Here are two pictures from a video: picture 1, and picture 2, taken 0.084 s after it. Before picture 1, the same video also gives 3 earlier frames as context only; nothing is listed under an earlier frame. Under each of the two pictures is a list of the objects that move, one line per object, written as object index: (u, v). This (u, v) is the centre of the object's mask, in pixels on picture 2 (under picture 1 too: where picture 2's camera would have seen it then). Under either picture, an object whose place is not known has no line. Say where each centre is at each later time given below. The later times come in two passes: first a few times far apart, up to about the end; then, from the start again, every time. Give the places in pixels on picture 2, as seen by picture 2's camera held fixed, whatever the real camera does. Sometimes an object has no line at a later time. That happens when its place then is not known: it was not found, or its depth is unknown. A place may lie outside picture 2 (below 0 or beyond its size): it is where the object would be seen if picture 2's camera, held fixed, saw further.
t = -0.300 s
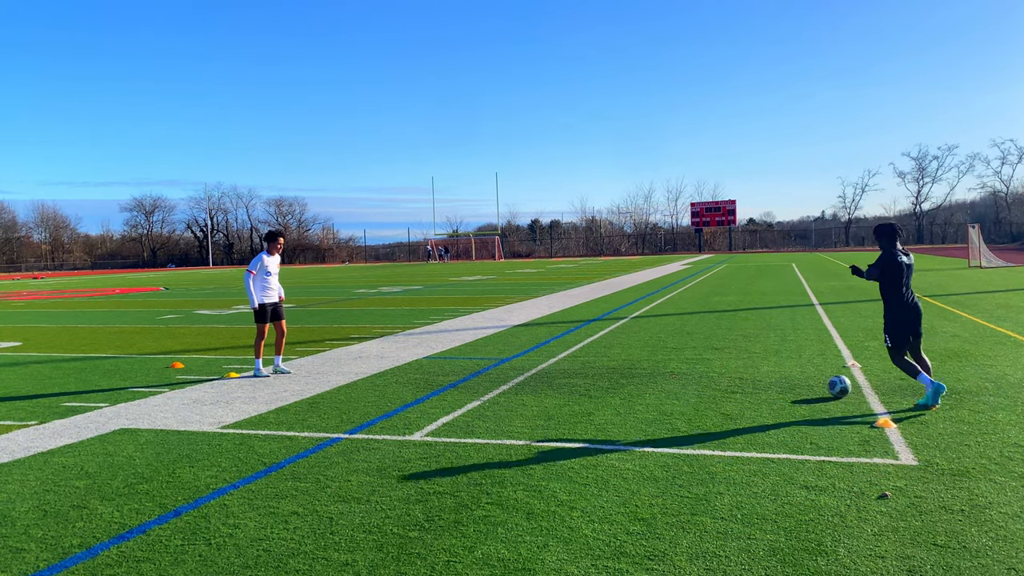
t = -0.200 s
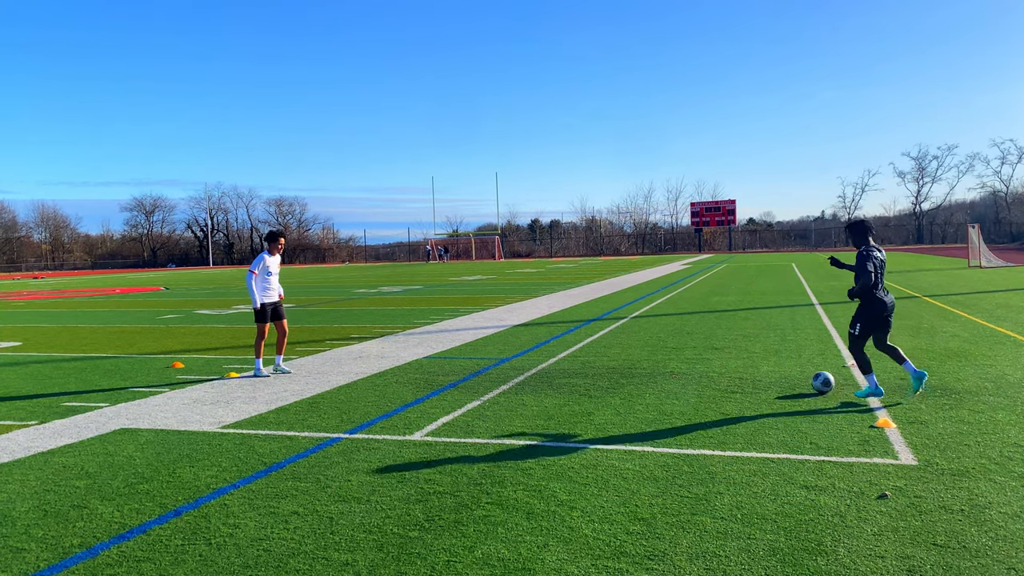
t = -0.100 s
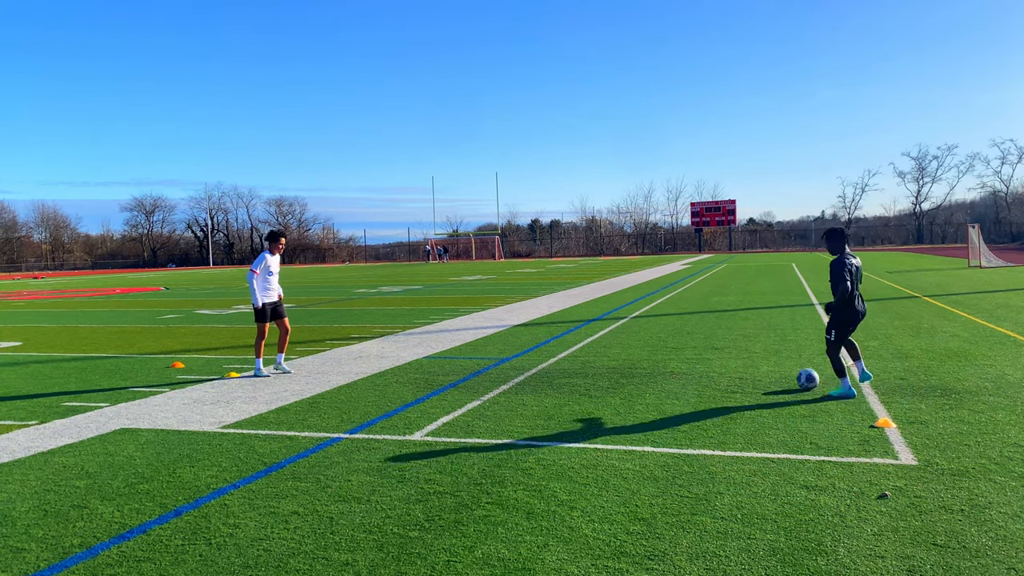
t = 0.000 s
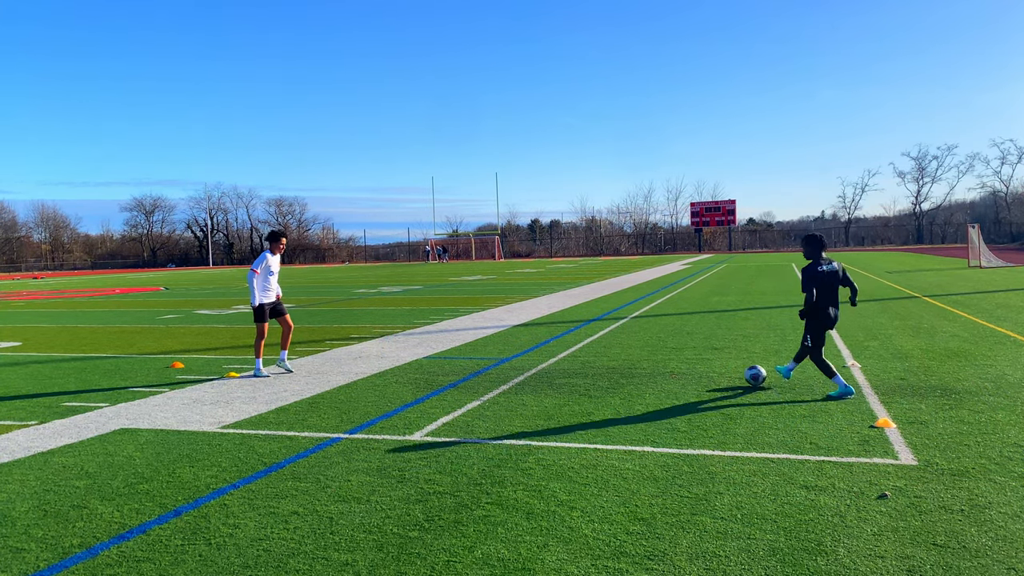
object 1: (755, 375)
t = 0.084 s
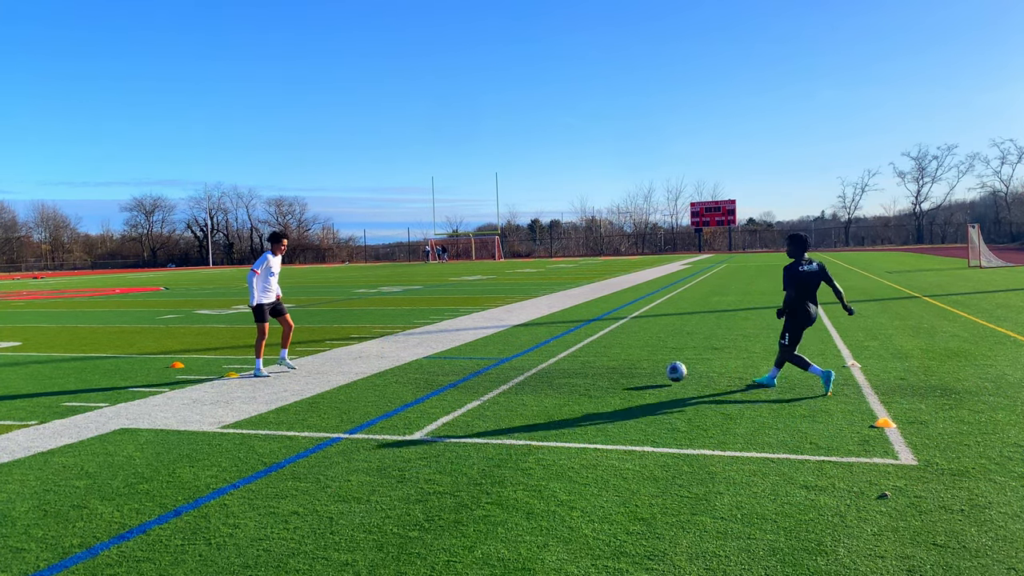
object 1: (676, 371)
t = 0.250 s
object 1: (537, 371)
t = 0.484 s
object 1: (386, 368)
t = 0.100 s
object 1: (661, 371)
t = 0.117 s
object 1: (646, 372)
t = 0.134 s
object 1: (631, 372)
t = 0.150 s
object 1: (616, 373)
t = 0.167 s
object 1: (602, 373)
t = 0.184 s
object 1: (589, 372)
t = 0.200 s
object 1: (576, 372)
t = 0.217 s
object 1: (563, 371)
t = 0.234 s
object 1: (550, 371)
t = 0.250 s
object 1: (537, 371)
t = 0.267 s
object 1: (524, 372)
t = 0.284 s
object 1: (512, 372)
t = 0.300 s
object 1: (500, 372)
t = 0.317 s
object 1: (489, 371)
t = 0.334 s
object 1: (478, 370)
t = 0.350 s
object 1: (467, 370)
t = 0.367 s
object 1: (457, 369)
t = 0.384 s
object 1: (446, 369)
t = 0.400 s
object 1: (435, 369)
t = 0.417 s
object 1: (425, 370)
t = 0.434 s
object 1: (414, 370)
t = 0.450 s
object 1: (405, 370)
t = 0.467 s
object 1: (395, 369)
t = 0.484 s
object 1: (386, 368)
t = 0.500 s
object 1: (377, 368)
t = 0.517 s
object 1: (368, 368)
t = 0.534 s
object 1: (358, 368)
